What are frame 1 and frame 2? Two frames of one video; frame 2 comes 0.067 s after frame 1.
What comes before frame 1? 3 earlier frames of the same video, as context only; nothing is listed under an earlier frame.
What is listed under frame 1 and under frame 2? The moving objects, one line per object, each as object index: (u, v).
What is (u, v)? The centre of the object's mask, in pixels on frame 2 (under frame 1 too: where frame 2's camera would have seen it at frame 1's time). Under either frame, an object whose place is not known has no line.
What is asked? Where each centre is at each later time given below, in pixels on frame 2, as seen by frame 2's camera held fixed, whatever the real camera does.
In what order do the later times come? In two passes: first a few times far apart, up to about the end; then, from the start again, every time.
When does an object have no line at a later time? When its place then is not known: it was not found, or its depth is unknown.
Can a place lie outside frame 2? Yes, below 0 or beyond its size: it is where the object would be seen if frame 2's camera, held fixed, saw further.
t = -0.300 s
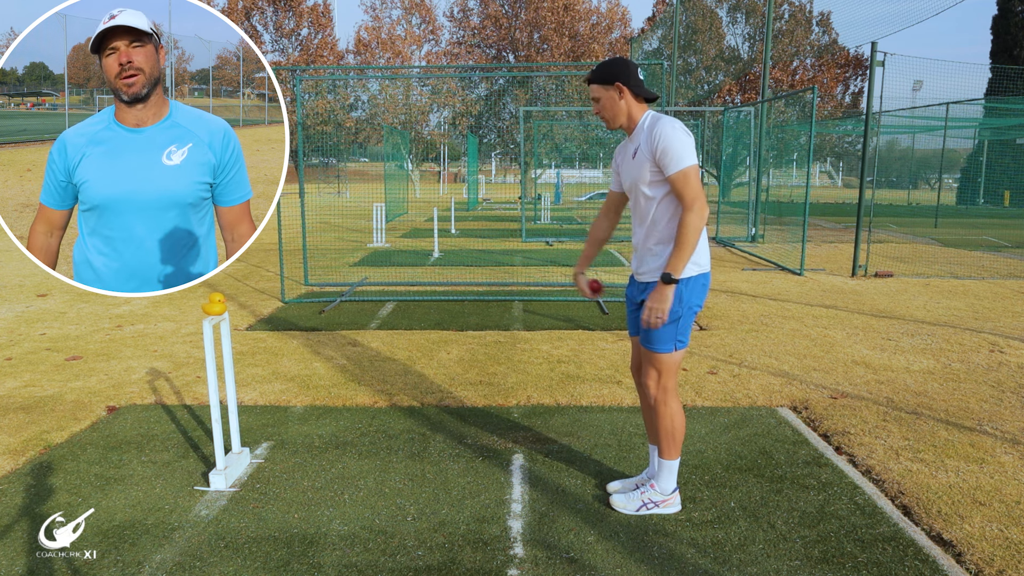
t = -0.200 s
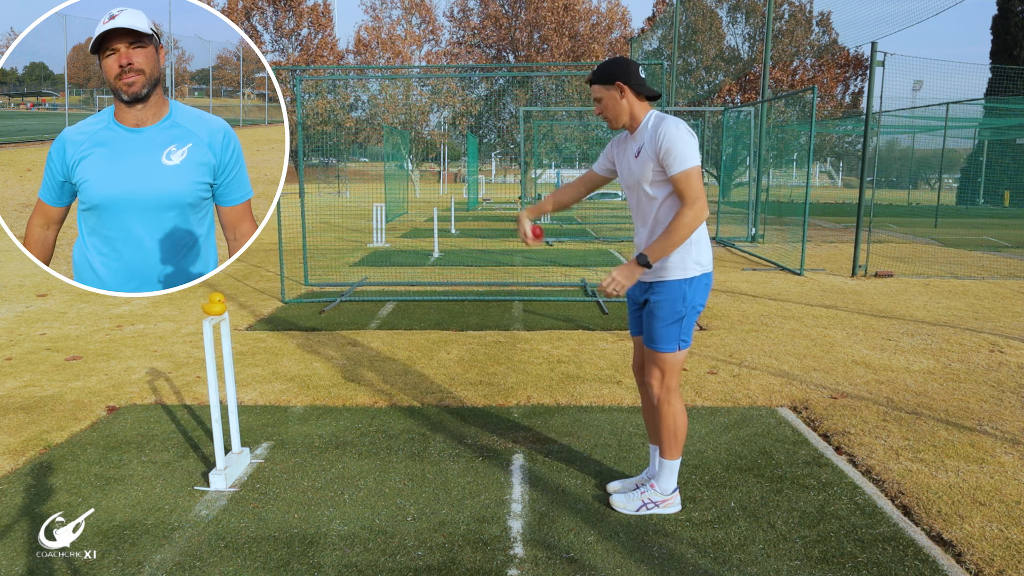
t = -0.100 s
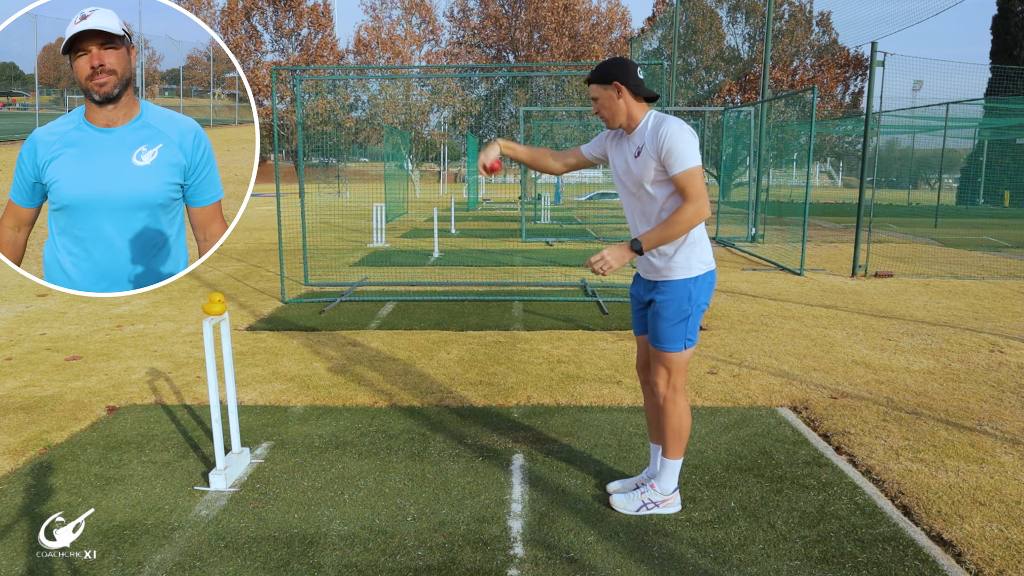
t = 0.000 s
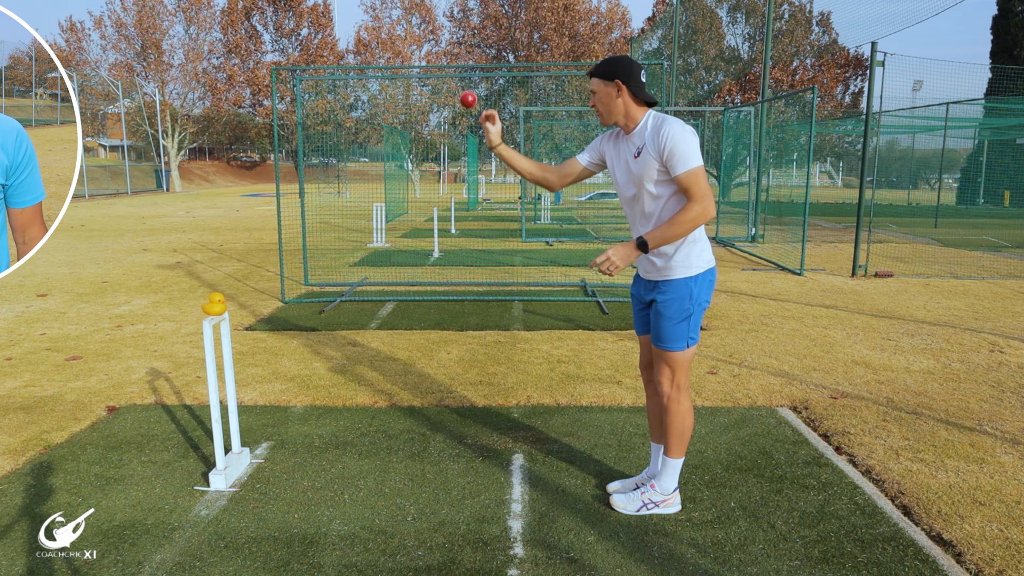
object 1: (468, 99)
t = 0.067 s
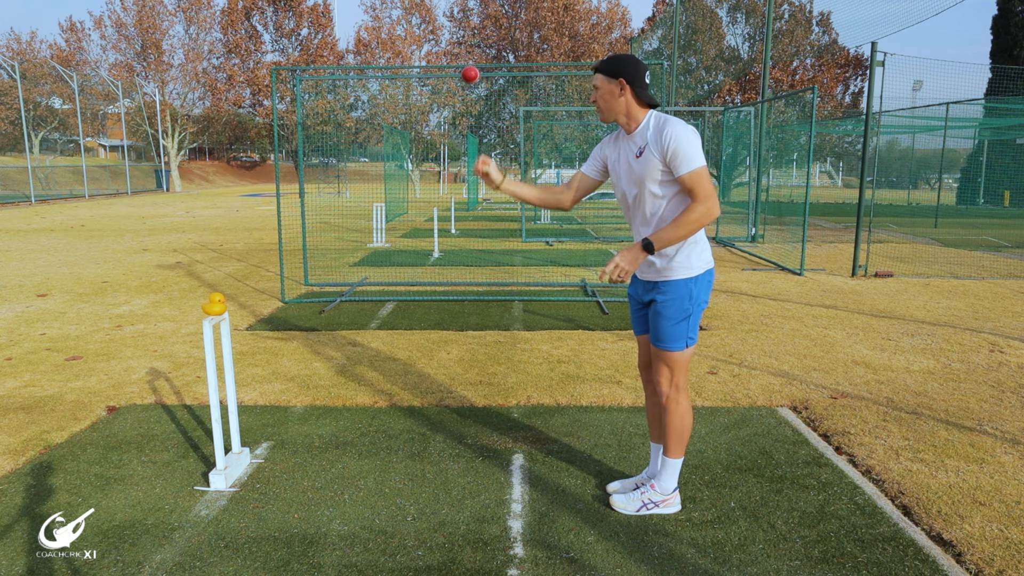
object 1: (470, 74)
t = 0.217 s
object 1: (475, 57)
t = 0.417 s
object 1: (482, 124)
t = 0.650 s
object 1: (491, 329)
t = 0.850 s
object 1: (533, 458)
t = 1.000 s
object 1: (615, 417)
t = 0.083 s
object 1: (471, 70)
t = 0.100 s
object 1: (471, 66)
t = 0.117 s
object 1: (472, 63)
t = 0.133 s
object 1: (472, 60)
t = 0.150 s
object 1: (473, 59)
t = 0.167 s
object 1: (473, 57)
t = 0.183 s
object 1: (474, 56)
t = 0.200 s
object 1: (474, 57)
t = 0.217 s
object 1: (475, 57)
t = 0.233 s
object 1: (476, 59)
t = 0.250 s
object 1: (476, 62)
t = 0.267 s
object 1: (477, 64)
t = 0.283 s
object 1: (477, 68)
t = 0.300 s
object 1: (477, 72)
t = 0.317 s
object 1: (478, 77)
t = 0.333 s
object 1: (479, 83)
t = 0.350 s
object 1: (479, 90)
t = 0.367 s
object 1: (480, 97)
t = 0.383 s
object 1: (481, 105)
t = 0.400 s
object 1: (481, 114)
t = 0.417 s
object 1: (482, 124)
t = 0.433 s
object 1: (483, 133)
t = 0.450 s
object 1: (483, 145)
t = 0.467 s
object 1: (484, 156)
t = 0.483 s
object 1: (484, 168)
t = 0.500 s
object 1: (485, 182)
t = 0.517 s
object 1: (486, 196)
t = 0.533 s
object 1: (486, 211)
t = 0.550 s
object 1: (487, 226)
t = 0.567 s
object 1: (488, 241)
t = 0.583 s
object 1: (488, 258)
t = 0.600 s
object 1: (488, 275)
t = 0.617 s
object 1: (490, 293)
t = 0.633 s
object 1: (490, 312)
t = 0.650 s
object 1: (491, 329)
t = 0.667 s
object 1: (491, 350)
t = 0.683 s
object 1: (492, 370)
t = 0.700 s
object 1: (492, 391)
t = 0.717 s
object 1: (493, 413)
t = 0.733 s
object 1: (494, 433)
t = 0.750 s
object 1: (494, 455)
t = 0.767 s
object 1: (495, 477)
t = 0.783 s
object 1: (498, 490)
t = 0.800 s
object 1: (506, 481)
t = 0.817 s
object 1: (516, 472)
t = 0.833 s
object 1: (525, 465)
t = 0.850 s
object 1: (533, 458)
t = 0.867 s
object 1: (542, 451)
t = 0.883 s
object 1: (551, 444)
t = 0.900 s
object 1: (560, 438)
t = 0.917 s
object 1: (569, 434)
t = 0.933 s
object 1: (578, 429)
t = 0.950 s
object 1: (587, 425)
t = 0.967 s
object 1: (597, 422)
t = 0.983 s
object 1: (606, 419)
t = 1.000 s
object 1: (615, 417)
